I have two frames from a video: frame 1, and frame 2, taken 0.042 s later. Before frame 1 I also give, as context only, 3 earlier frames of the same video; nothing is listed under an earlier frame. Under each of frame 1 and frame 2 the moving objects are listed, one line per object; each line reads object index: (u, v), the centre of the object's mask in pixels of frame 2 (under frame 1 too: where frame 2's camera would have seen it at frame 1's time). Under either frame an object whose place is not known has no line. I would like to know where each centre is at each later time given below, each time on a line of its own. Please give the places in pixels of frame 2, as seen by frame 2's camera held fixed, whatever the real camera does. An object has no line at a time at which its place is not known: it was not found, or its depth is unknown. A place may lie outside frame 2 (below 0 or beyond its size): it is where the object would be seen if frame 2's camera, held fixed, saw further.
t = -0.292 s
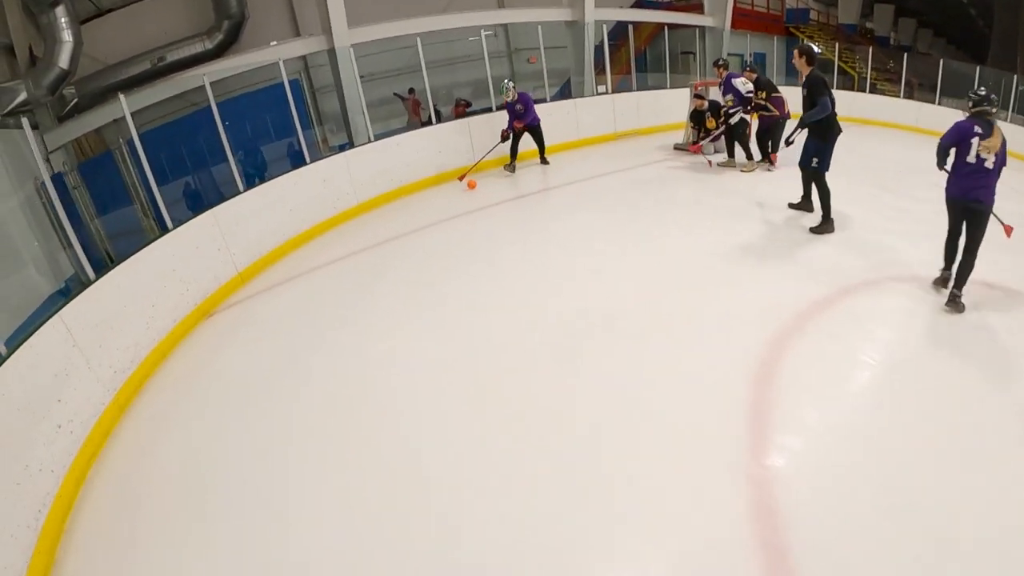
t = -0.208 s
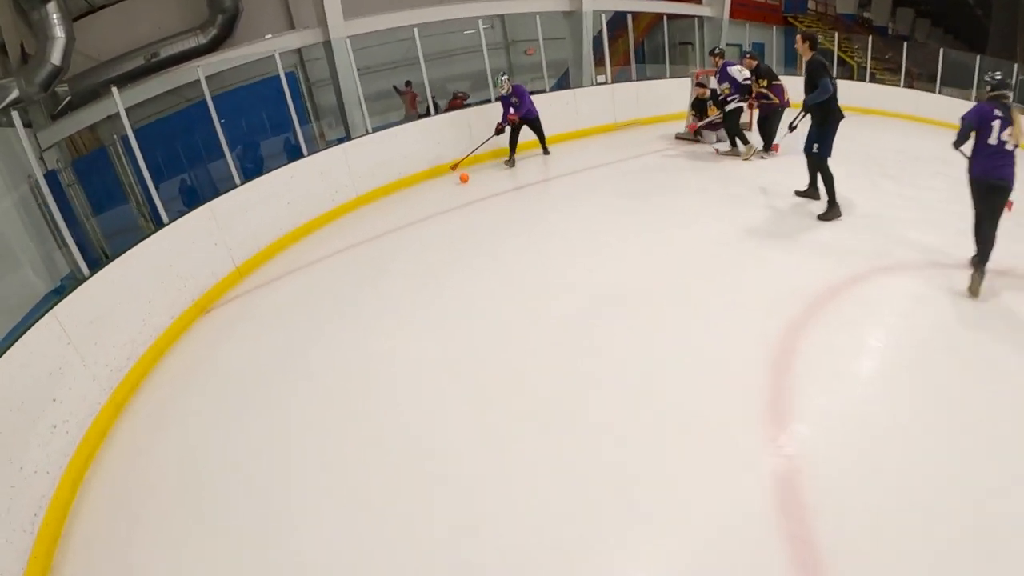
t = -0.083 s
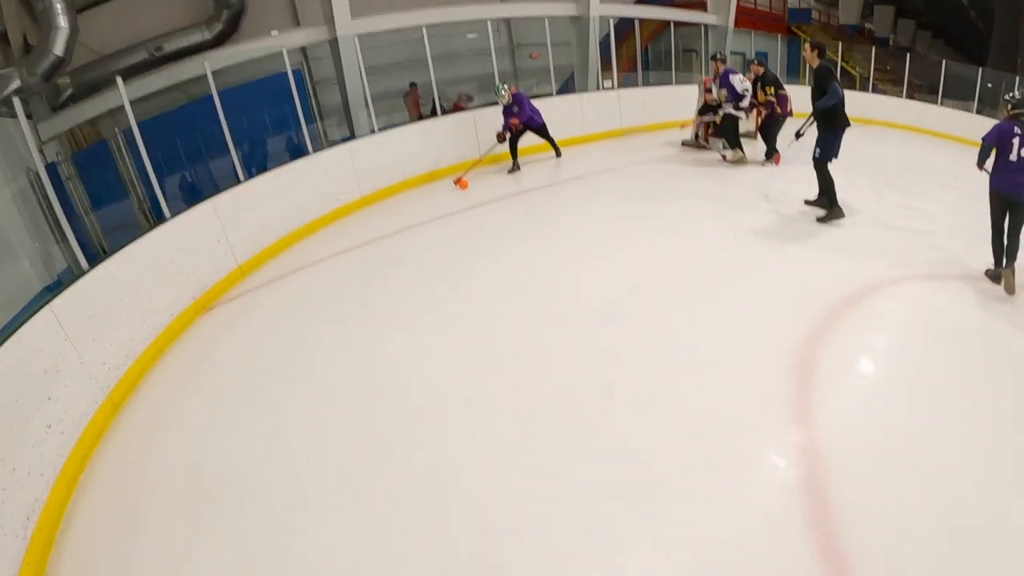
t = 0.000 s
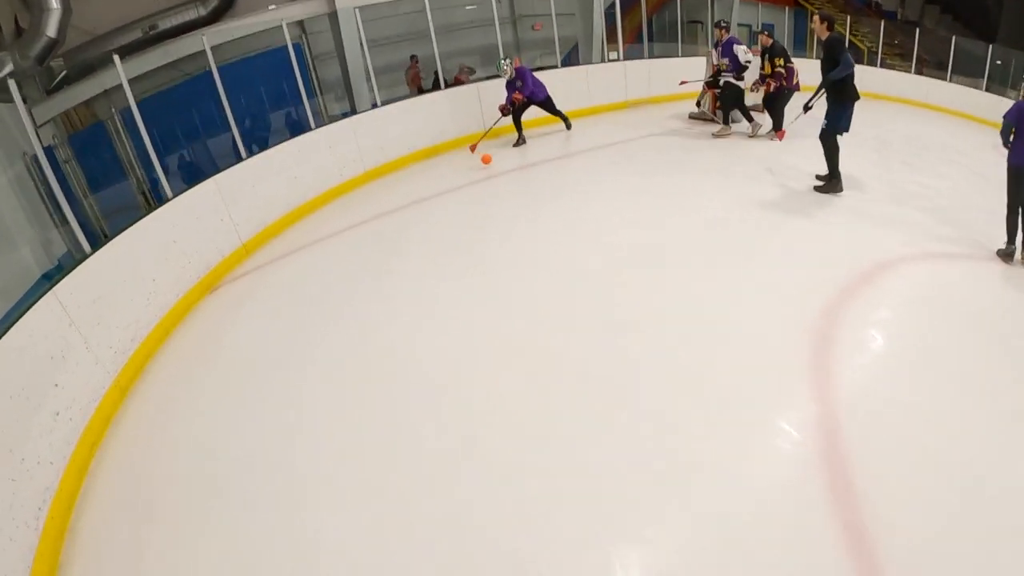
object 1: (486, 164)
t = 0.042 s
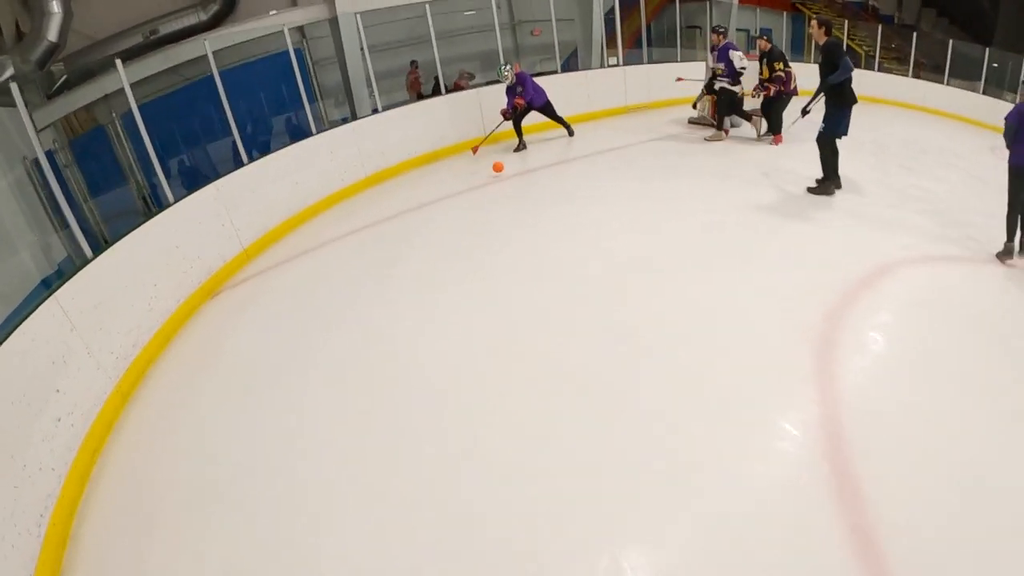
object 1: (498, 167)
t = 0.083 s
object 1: (510, 170)
